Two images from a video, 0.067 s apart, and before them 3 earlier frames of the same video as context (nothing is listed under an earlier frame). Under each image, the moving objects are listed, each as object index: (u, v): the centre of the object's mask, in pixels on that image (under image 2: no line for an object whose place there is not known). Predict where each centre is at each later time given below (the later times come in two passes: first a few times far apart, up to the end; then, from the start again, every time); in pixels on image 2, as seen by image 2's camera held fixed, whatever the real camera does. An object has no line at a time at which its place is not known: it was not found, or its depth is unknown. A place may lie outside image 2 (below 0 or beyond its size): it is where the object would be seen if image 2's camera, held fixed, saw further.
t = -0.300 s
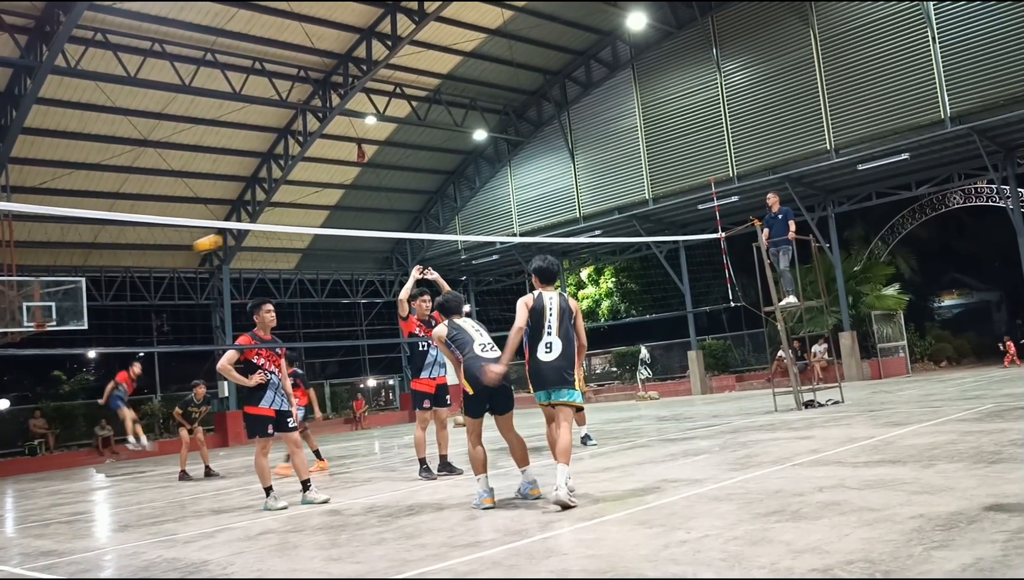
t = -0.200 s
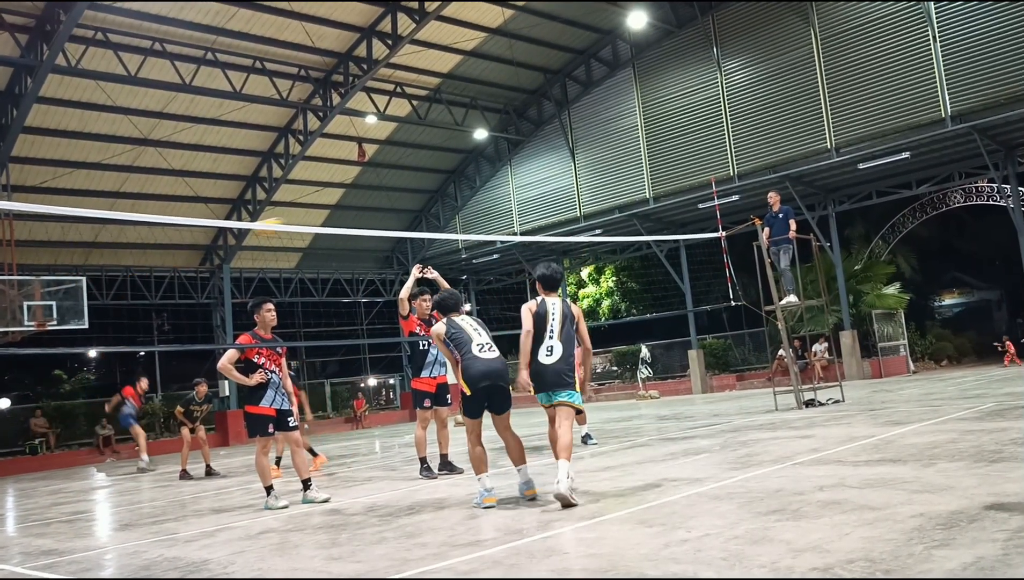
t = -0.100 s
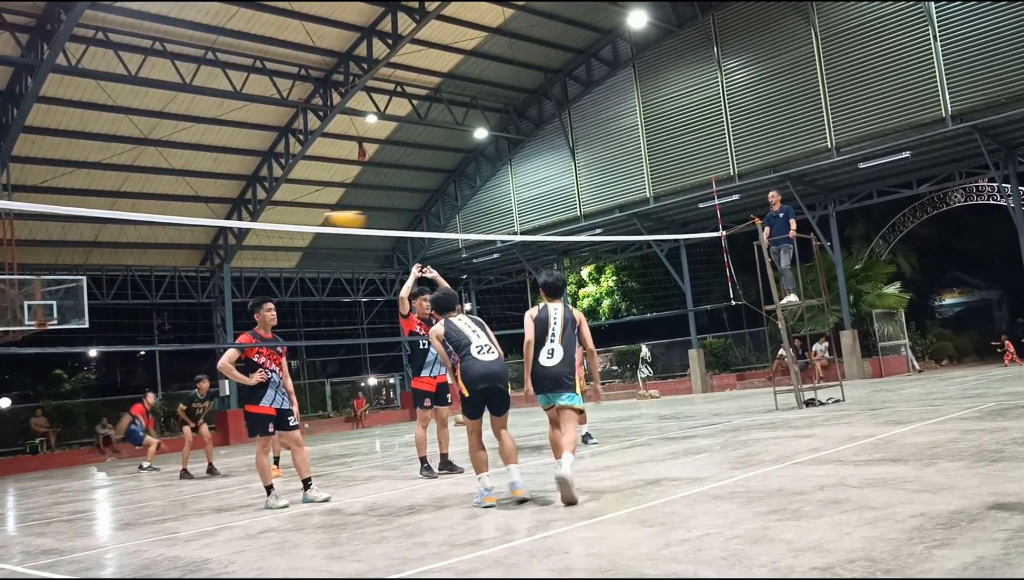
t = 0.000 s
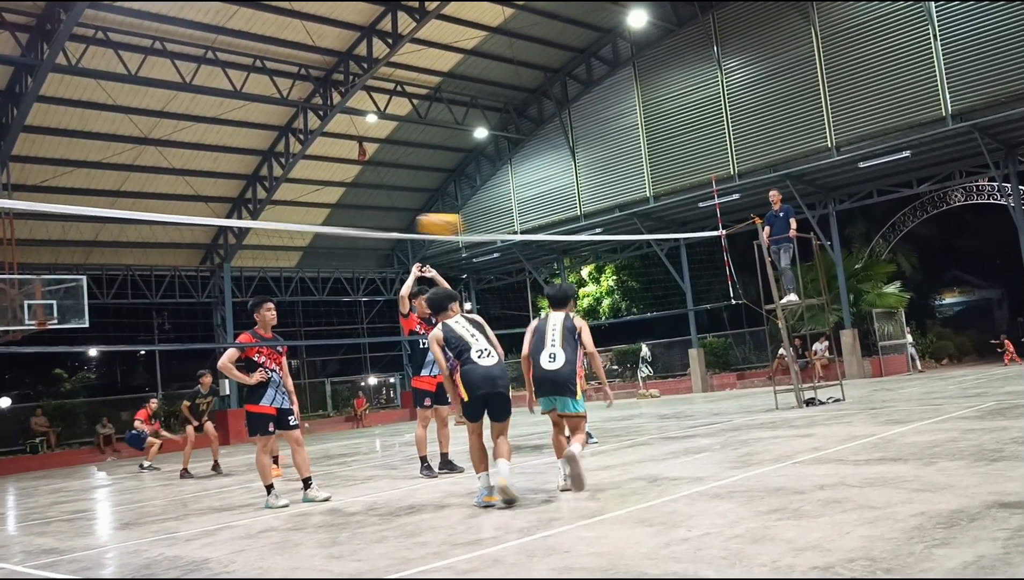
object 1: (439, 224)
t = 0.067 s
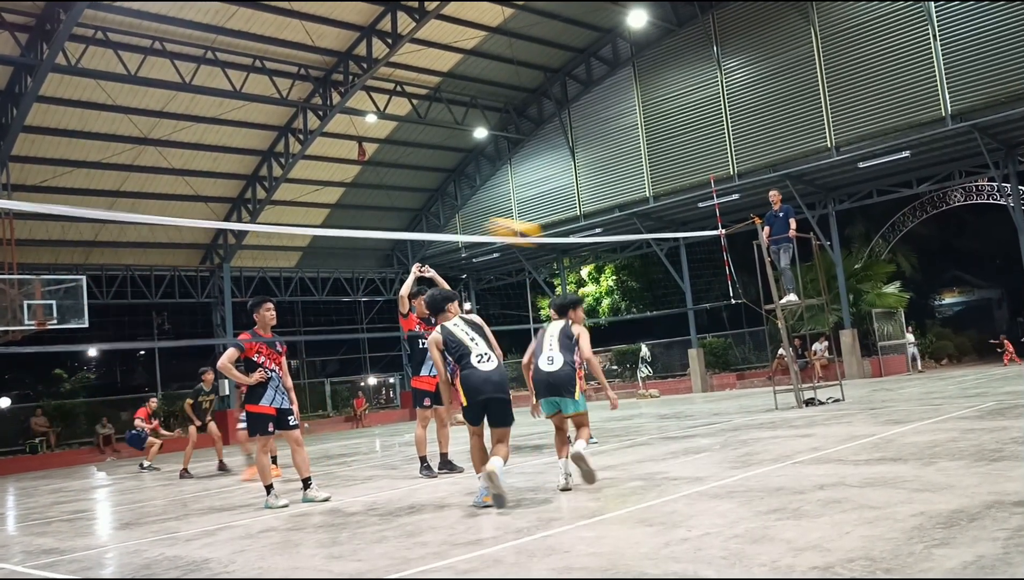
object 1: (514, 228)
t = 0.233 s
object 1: (778, 300)
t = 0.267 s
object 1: (844, 321)
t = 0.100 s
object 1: (555, 237)
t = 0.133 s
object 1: (605, 250)
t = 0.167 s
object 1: (652, 261)
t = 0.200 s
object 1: (712, 278)
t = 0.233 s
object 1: (778, 300)
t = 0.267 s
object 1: (844, 321)
